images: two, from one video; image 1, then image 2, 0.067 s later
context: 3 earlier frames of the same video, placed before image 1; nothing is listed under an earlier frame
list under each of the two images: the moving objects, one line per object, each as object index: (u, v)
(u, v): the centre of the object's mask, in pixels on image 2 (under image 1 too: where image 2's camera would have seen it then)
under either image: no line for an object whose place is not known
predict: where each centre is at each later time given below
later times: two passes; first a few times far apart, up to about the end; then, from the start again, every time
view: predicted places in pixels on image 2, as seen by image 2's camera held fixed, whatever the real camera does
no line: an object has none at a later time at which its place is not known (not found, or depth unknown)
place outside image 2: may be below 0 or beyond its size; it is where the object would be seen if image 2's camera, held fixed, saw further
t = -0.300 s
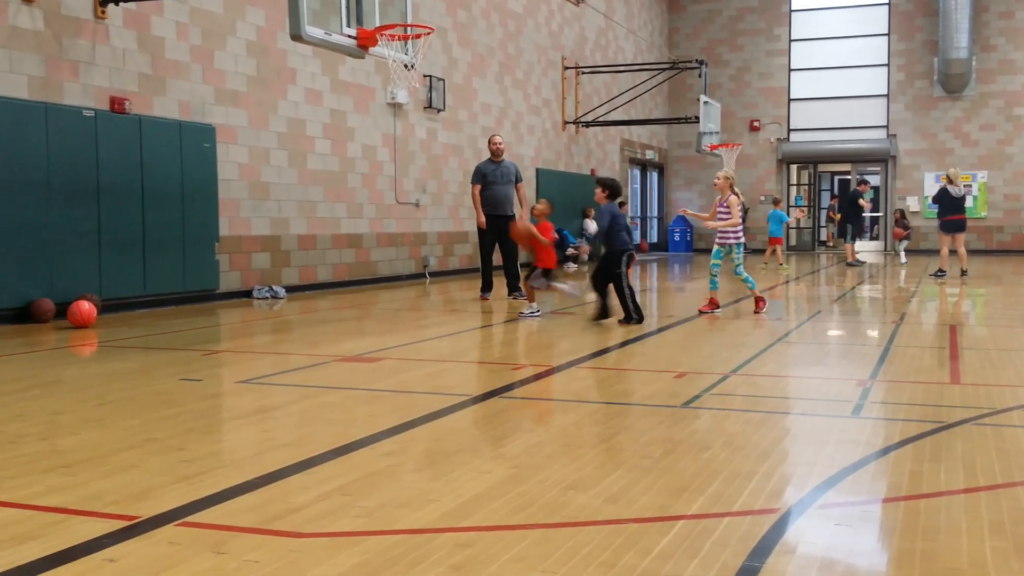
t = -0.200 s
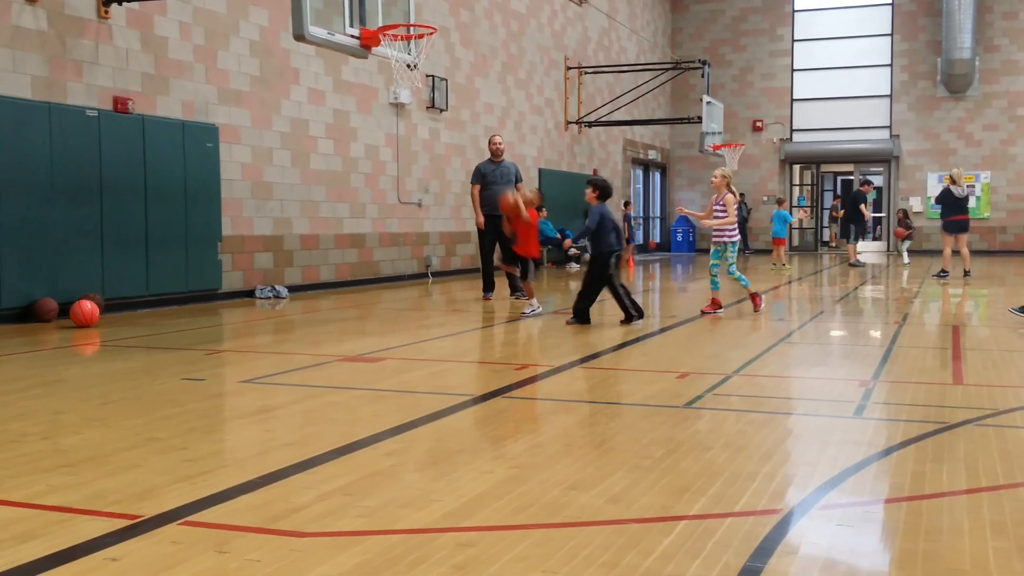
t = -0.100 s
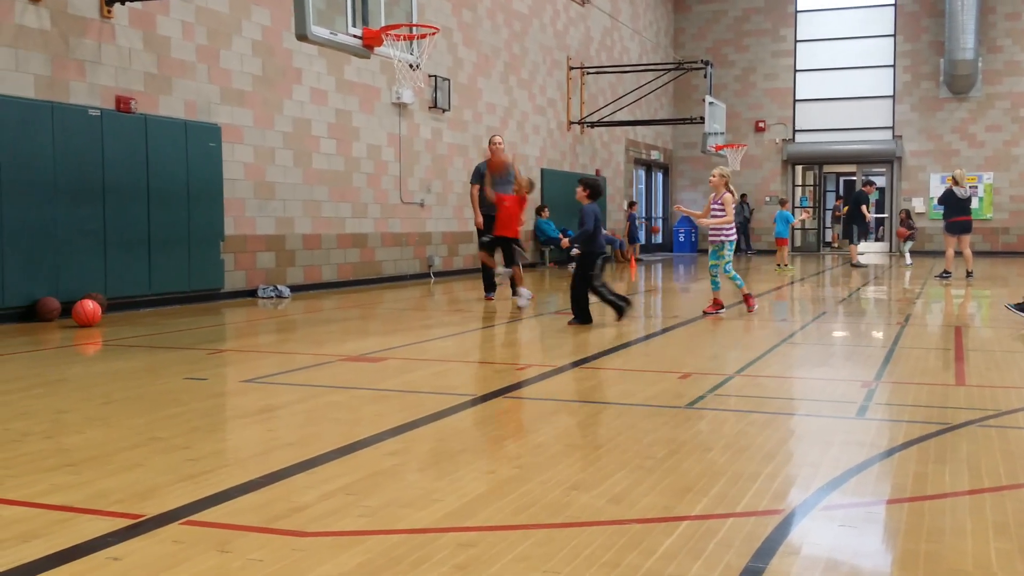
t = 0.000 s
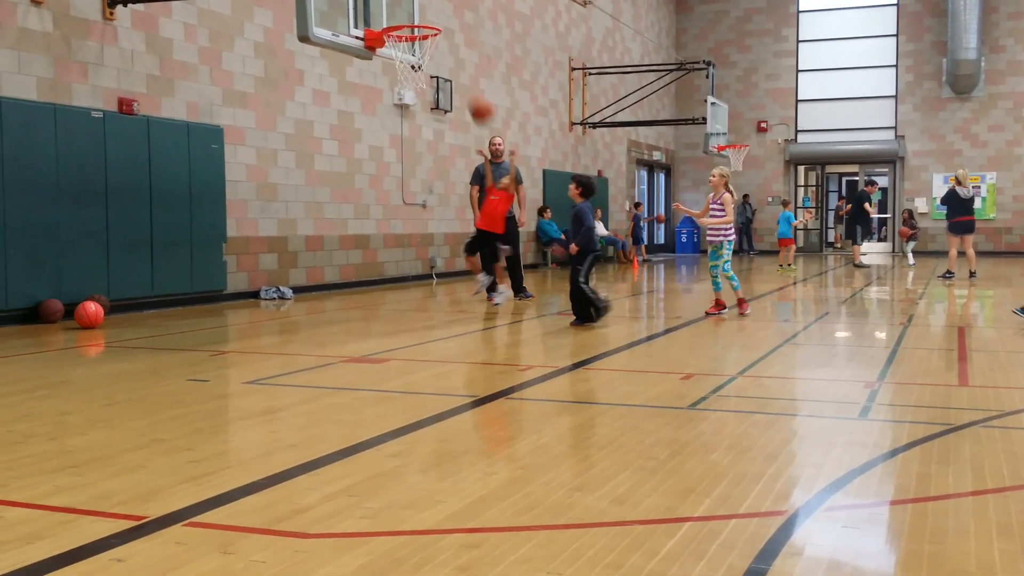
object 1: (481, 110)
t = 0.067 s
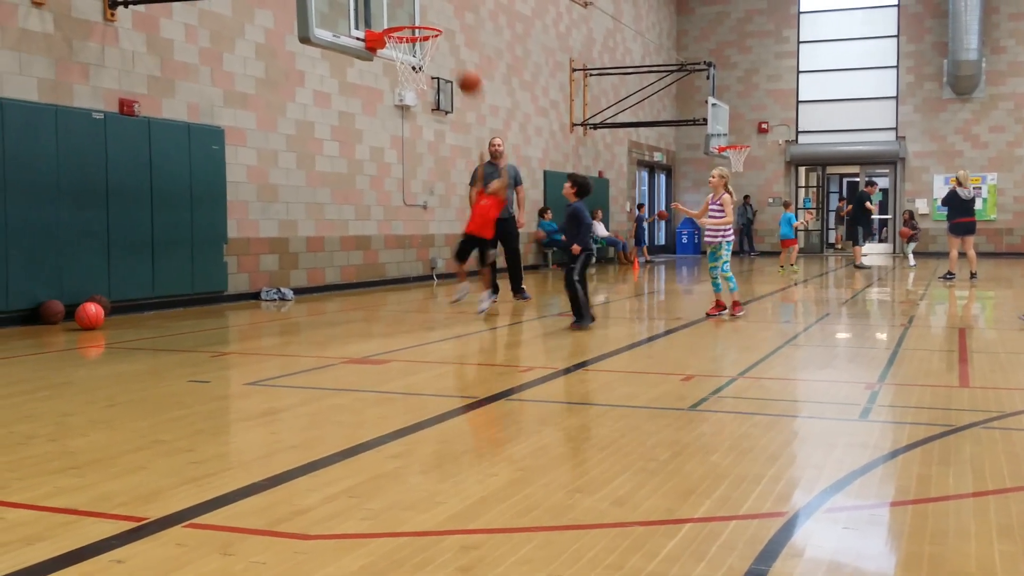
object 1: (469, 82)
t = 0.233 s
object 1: (439, 23)
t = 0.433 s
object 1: (398, 2)
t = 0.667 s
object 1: (406, 15)
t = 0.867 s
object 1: (417, 87)
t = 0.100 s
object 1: (463, 68)
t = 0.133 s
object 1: (457, 55)
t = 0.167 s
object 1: (450, 45)
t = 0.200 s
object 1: (445, 35)
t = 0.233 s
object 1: (439, 23)
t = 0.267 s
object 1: (431, 16)
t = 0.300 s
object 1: (425, 11)
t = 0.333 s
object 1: (418, 7)
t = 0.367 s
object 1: (411, 4)
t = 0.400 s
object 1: (404, 3)
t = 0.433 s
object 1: (398, 2)
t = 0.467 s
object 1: (398, 1)
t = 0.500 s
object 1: (400, 1)
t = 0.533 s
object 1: (401, 1)
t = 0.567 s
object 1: (402, 2)
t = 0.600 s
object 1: (403, 4)
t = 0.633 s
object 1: (404, 9)
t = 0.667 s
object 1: (406, 15)
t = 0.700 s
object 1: (408, 25)
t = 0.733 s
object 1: (409, 36)
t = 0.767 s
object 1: (411, 46)
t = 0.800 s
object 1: (413, 60)
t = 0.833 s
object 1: (414, 74)
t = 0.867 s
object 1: (417, 87)
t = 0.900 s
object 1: (418, 104)
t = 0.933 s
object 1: (419, 119)
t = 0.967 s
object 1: (421, 140)
